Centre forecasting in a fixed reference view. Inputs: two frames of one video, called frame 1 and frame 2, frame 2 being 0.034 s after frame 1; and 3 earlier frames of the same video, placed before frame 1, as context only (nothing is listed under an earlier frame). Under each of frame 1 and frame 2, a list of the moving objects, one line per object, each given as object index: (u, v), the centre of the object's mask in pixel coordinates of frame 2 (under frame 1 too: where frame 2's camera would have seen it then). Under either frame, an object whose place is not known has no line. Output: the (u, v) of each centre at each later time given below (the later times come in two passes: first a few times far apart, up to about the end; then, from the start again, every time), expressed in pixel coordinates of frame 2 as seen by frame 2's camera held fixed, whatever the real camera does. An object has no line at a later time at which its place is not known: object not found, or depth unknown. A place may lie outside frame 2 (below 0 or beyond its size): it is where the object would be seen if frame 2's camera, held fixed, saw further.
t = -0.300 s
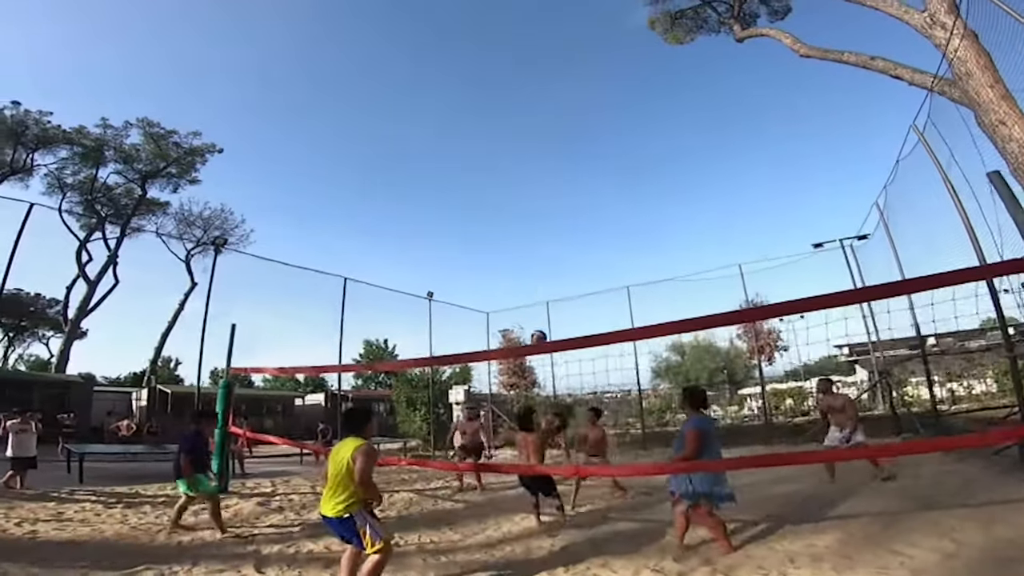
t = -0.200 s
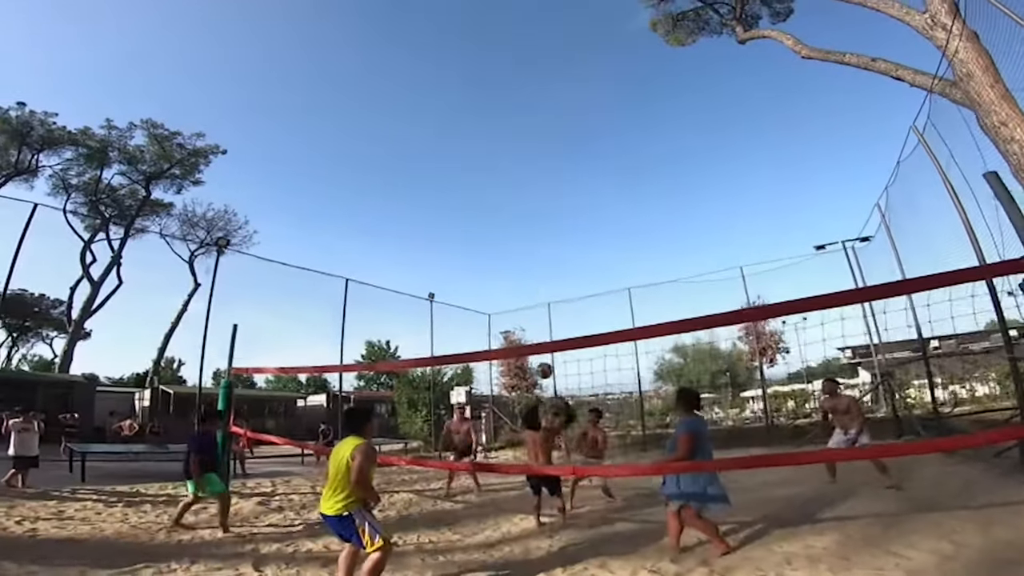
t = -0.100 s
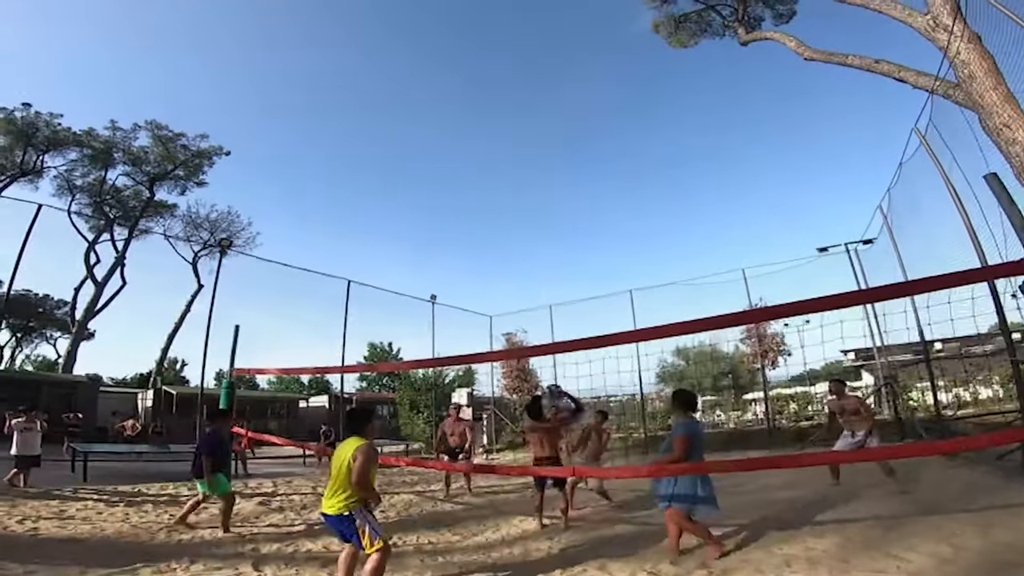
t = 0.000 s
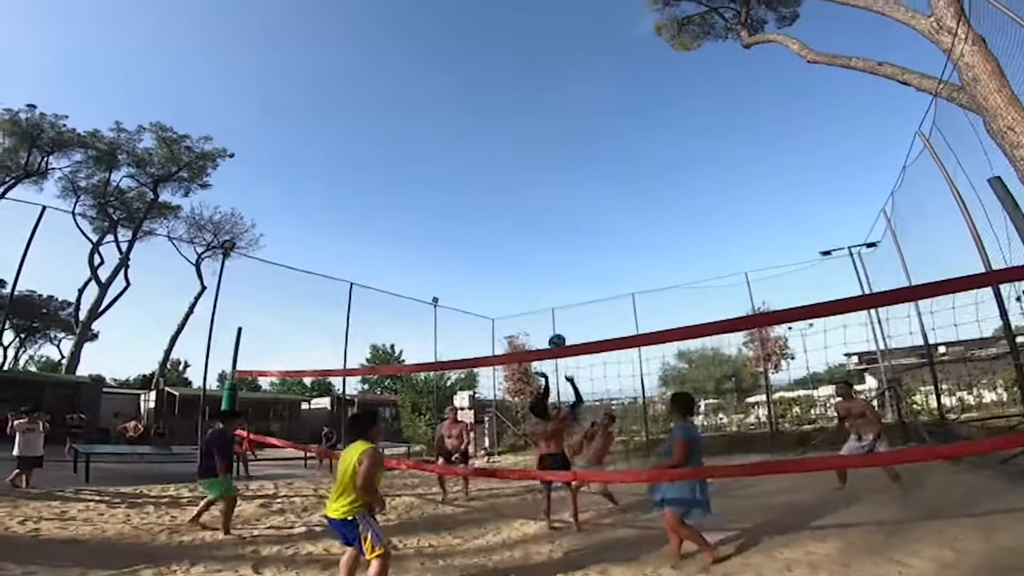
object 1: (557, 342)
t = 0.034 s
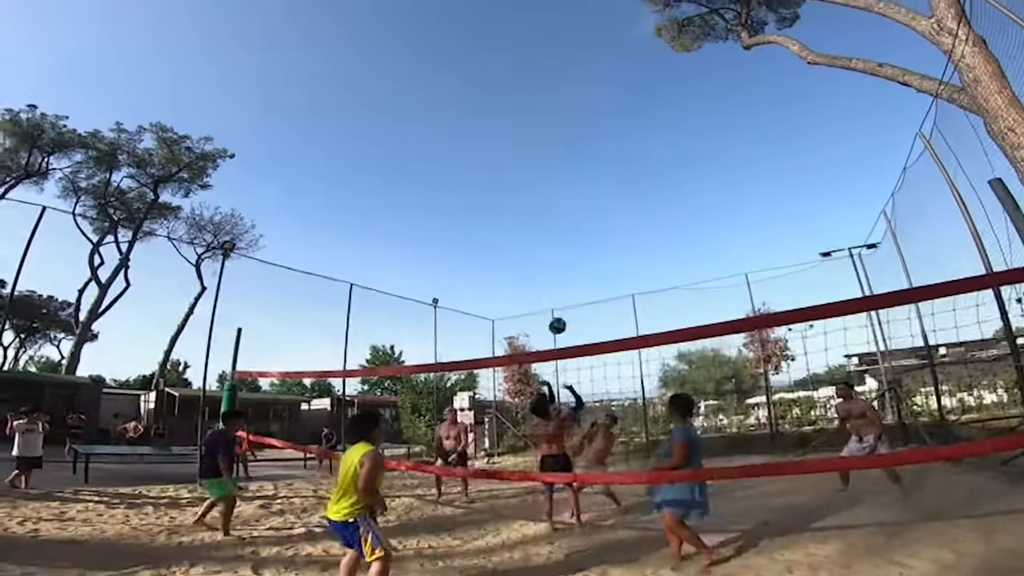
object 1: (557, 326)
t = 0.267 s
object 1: (566, 228)
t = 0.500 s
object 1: (587, 181)
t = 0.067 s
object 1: (558, 309)
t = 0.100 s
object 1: (559, 293)
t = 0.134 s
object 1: (560, 278)
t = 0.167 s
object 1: (561, 264)
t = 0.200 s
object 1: (563, 251)
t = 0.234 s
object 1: (564, 239)
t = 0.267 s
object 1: (566, 228)
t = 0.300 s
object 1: (569, 219)
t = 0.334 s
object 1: (571, 210)
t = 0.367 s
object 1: (574, 203)
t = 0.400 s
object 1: (577, 196)
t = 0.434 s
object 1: (580, 190)
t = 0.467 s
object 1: (584, 184)
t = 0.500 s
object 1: (587, 181)
